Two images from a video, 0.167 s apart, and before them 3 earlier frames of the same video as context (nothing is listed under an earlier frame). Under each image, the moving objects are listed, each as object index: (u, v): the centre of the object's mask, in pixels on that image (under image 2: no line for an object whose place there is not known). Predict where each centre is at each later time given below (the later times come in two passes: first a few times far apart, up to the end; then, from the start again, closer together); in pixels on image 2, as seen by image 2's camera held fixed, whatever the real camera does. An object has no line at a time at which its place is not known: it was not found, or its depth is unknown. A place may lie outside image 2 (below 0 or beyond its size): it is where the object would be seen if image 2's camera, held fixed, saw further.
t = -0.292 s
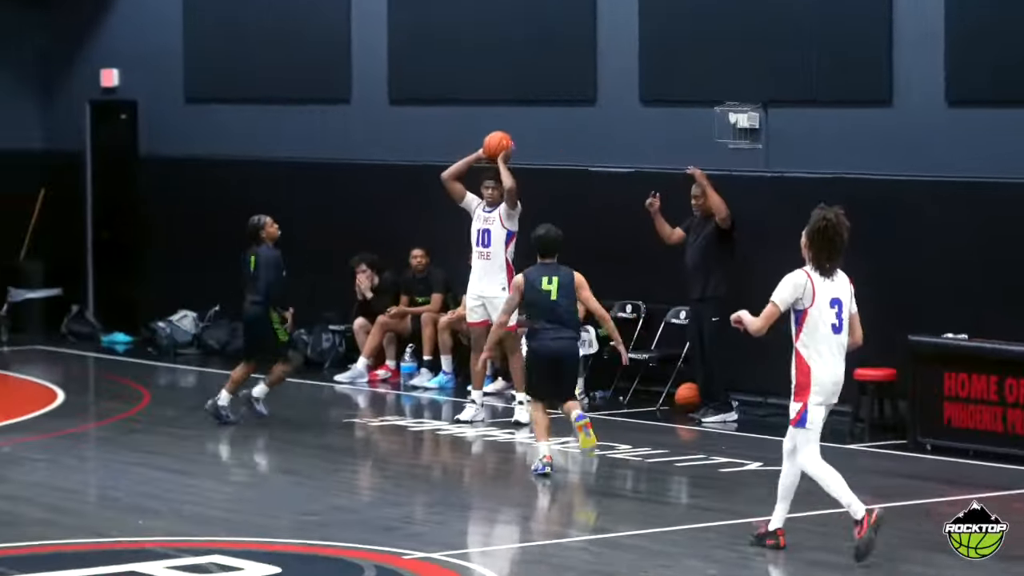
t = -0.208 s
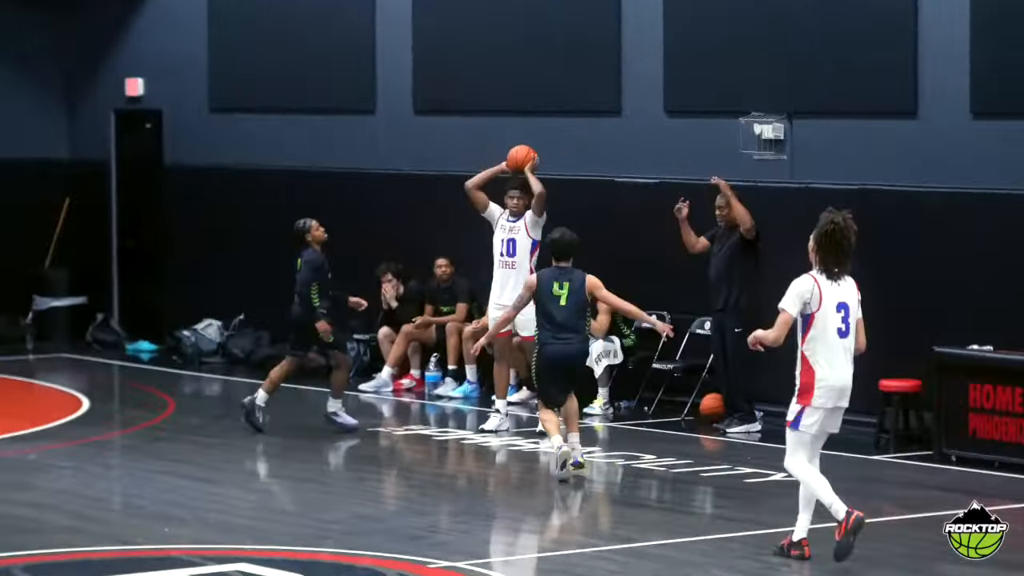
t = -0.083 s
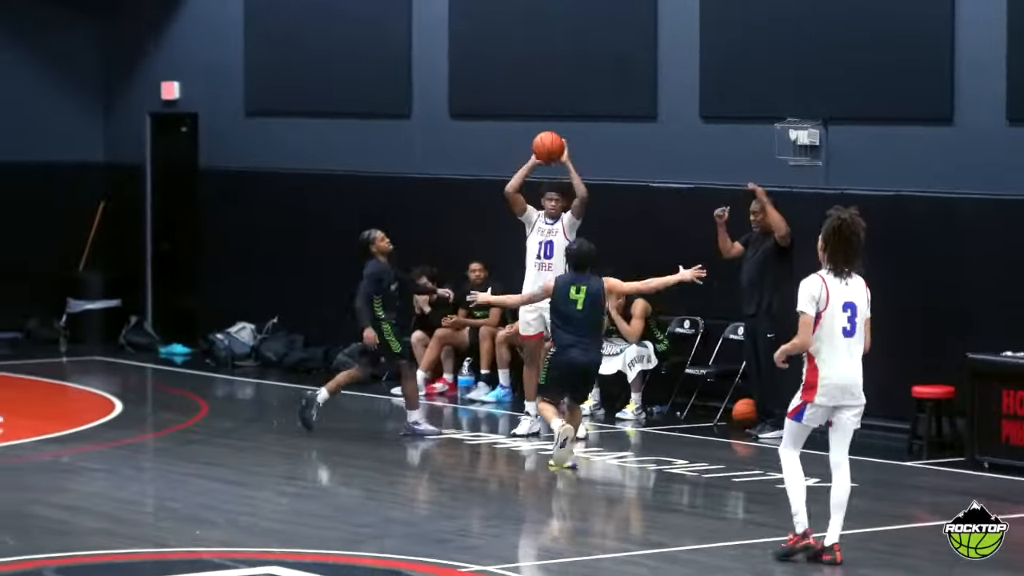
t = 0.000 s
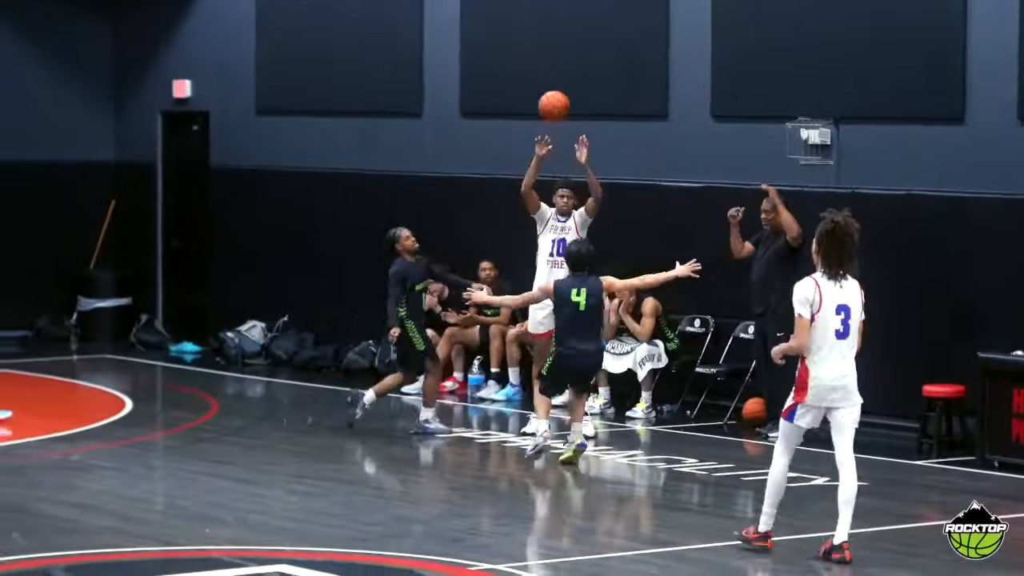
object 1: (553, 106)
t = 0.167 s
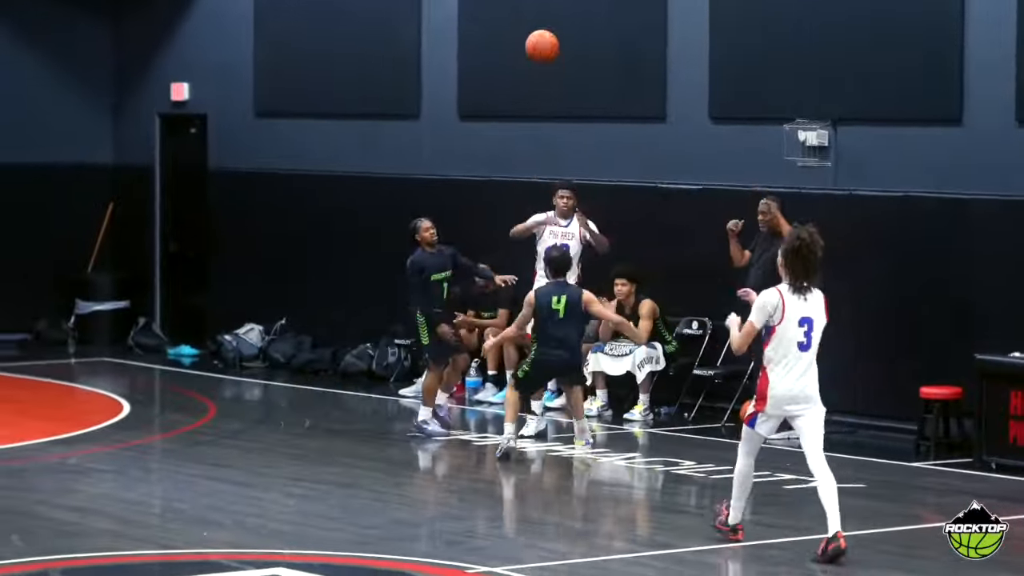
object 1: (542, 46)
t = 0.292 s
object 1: (533, 20)
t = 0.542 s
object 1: (515, 33)
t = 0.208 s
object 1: (539, 35)
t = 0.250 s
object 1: (536, 26)
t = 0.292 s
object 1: (533, 20)
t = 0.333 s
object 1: (530, 17)
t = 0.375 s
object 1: (528, 15)
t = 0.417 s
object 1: (525, 15)
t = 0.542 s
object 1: (515, 33)
